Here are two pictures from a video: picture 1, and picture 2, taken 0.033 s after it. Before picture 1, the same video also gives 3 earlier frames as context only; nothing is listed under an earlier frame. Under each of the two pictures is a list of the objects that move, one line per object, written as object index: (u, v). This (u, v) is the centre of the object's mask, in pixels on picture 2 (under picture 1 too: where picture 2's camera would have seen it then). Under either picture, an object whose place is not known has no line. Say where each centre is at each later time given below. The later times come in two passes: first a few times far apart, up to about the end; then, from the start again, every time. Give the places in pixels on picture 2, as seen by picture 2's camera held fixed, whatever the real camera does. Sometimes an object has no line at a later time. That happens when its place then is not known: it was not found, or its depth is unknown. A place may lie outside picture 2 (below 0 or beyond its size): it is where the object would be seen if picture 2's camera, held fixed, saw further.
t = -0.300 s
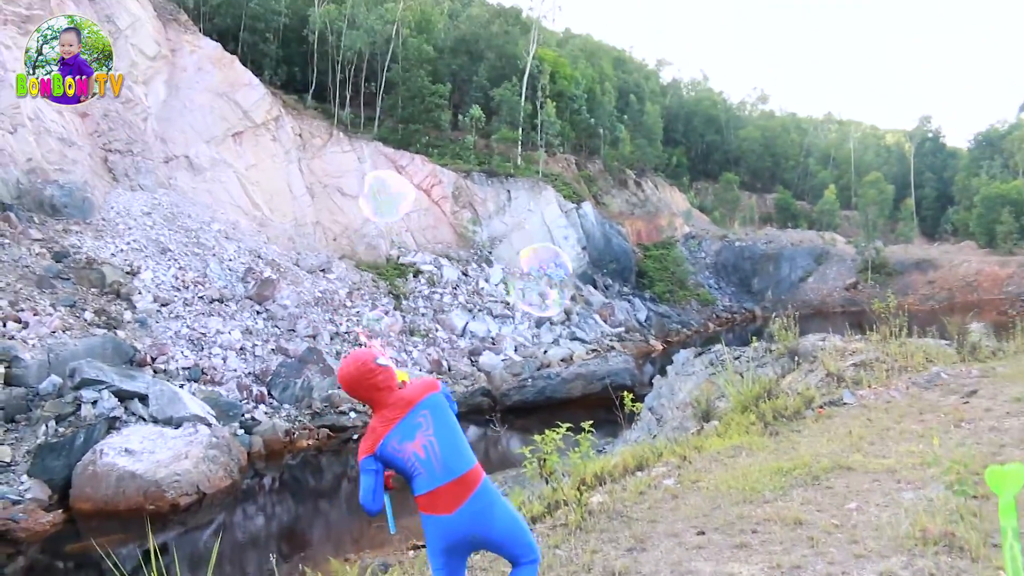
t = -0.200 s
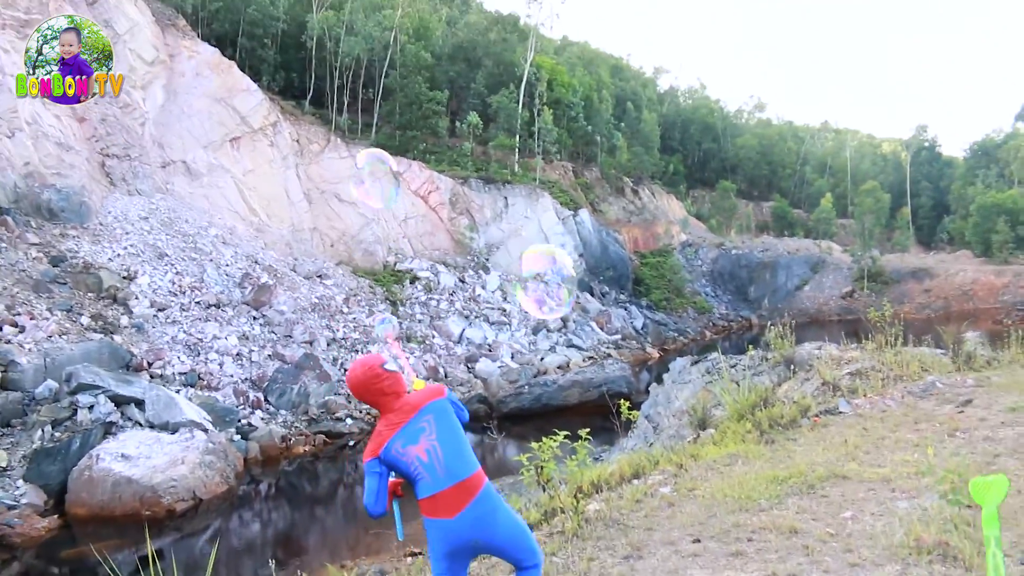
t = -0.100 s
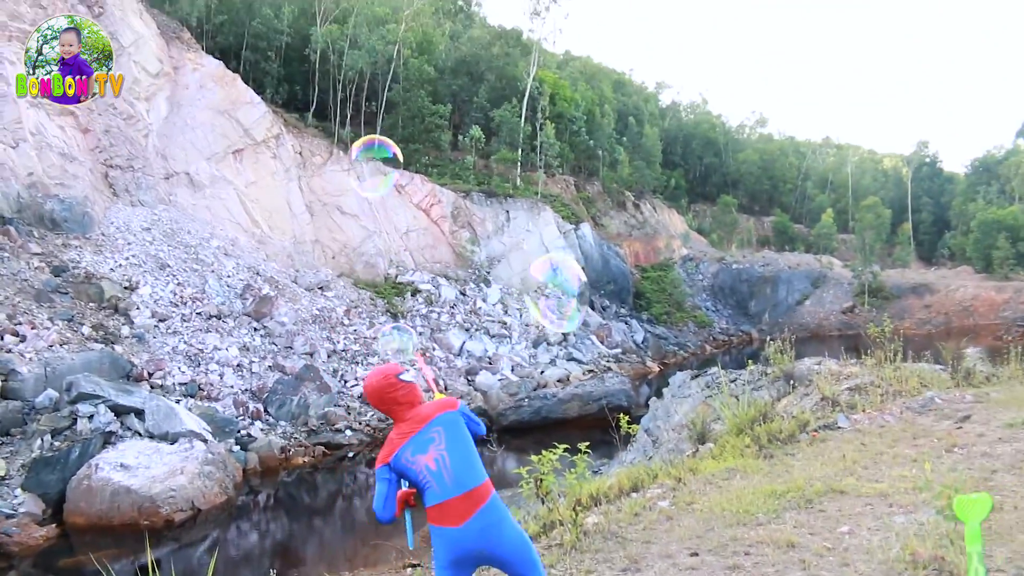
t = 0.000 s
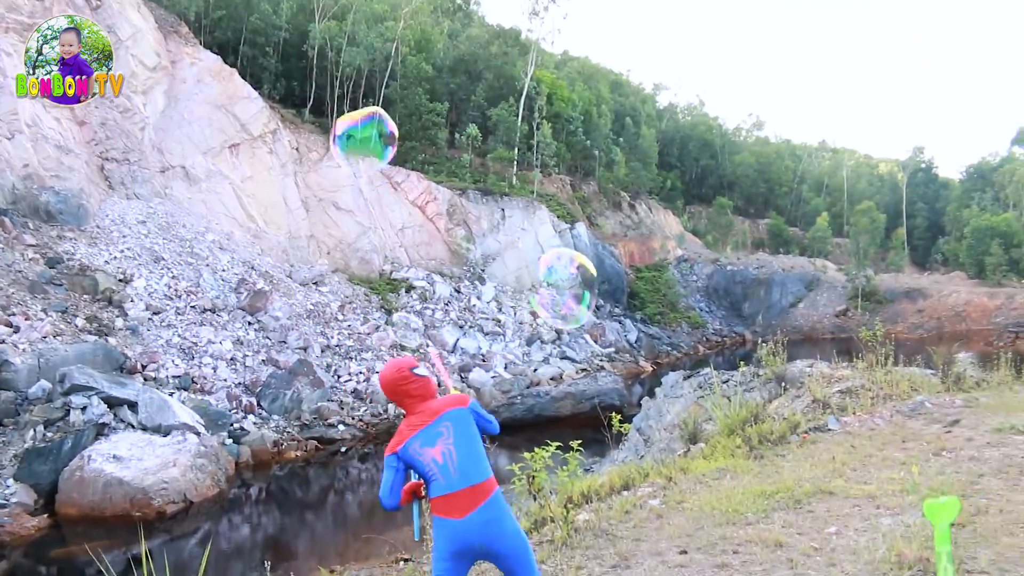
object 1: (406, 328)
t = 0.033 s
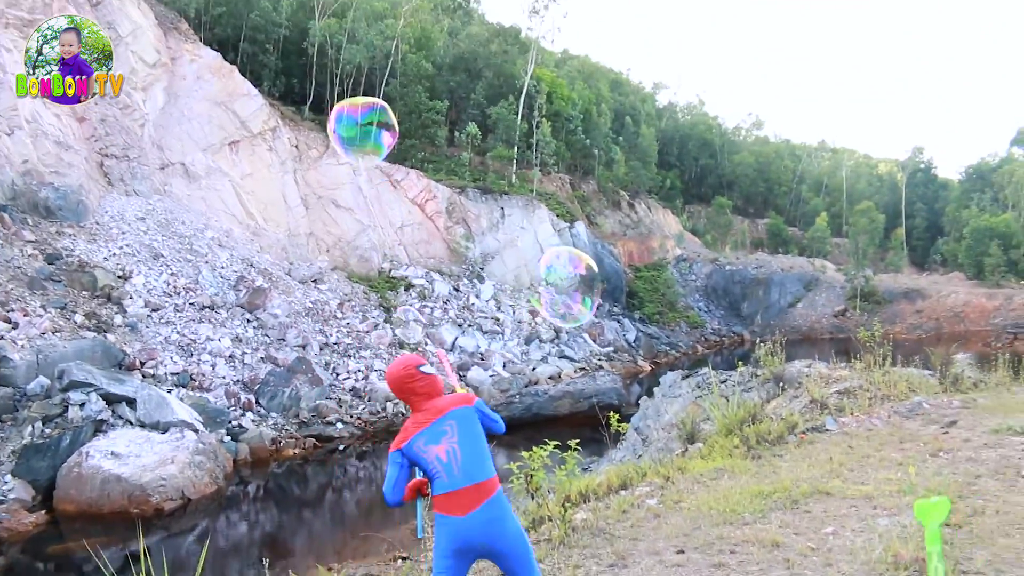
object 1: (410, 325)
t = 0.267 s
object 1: (439, 301)
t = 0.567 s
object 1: (480, 272)
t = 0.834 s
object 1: (516, 262)
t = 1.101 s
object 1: (548, 257)
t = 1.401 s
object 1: (570, 250)
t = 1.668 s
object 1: (571, 249)
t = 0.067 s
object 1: (415, 313)
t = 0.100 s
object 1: (418, 316)
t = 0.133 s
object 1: (421, 314)
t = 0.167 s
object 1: (426, 311)
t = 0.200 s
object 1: (431, 308)
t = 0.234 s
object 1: (435, 305)
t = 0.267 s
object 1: (439, 301)
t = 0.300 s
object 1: (444, 299)
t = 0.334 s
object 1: (449, 298)
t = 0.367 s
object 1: (458, 296)
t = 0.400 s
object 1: (460, 293)
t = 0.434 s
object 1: (462, 291)
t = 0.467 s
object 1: (467, 287)
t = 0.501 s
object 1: (475, 285)
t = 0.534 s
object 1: (476, 282)
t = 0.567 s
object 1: (480, 272)
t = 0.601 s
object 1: (484, 270)
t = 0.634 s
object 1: (491, 268)
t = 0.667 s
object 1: (496, 269)
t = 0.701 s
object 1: (500, 266)
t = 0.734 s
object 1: (502, 265)
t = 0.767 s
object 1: (507, 265)
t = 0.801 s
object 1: (511, 264)
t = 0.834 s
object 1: (516, 262)
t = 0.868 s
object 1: (521, 260)
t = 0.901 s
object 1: (524, 259)
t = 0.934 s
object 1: (526, 258)
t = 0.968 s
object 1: (533, 258)
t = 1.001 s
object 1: (538, 257)
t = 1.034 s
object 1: (541, 256)
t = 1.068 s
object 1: (544, 257)
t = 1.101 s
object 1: (548, 257)
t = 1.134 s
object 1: (553, 257)
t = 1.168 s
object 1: (556, 257)
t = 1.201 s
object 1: (557, 255)
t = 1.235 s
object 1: (563, 252)
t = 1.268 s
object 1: (566, 251)
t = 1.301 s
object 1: (566, 250)
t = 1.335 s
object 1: (567, 251)
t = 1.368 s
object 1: (568, 250)
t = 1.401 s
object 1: (570, 250)
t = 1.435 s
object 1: (572, 250)
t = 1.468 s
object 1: (574, 249)
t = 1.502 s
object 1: (574, 249)
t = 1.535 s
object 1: (574, 249)
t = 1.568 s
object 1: (573, 249)
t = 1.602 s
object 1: (573, 250)
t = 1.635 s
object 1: (572, 249)
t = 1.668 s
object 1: (571, 249)
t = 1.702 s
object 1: (570, 249)
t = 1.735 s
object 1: (568, 250)
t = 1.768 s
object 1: (566, 248)
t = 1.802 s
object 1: (564, 251)
